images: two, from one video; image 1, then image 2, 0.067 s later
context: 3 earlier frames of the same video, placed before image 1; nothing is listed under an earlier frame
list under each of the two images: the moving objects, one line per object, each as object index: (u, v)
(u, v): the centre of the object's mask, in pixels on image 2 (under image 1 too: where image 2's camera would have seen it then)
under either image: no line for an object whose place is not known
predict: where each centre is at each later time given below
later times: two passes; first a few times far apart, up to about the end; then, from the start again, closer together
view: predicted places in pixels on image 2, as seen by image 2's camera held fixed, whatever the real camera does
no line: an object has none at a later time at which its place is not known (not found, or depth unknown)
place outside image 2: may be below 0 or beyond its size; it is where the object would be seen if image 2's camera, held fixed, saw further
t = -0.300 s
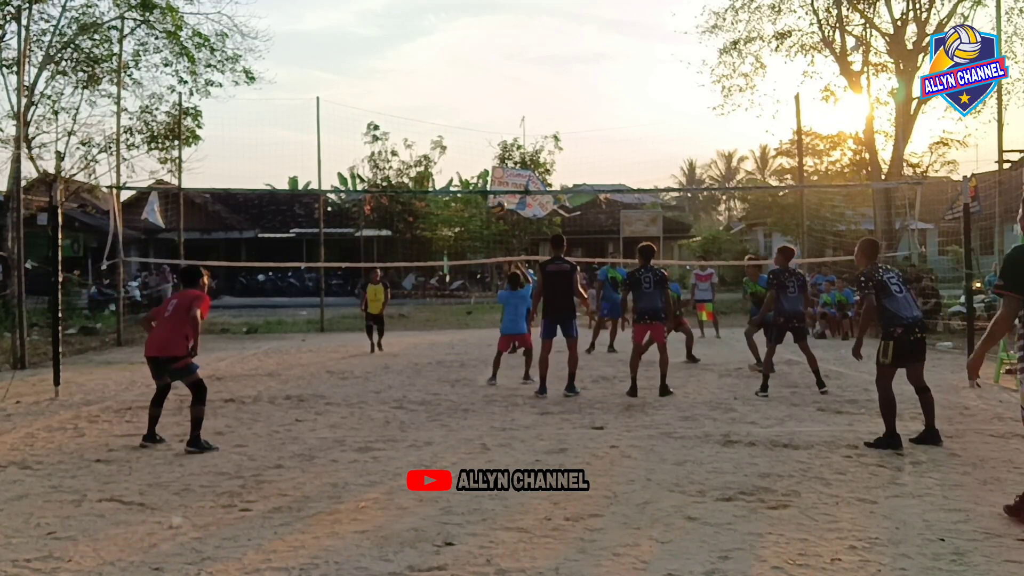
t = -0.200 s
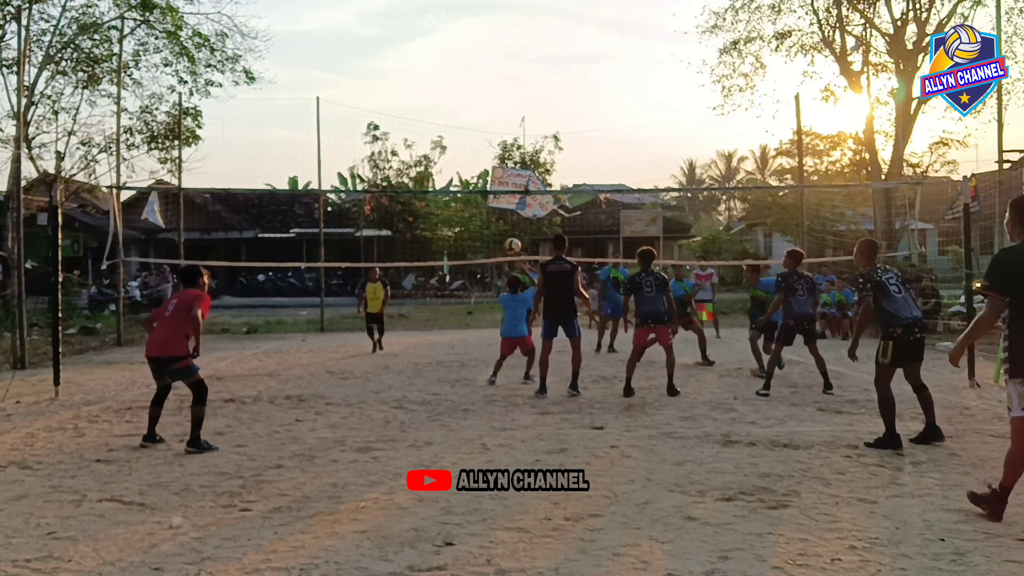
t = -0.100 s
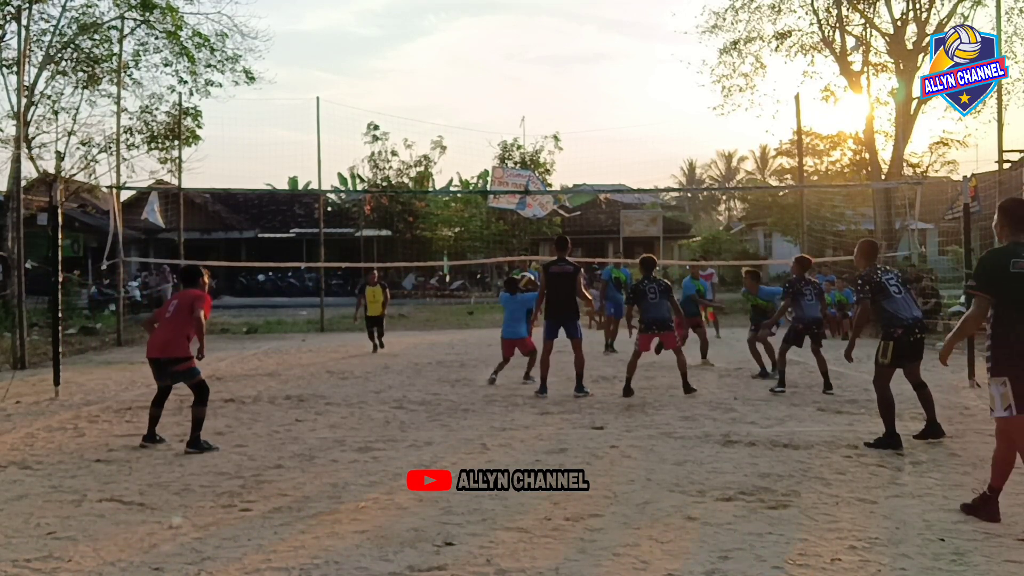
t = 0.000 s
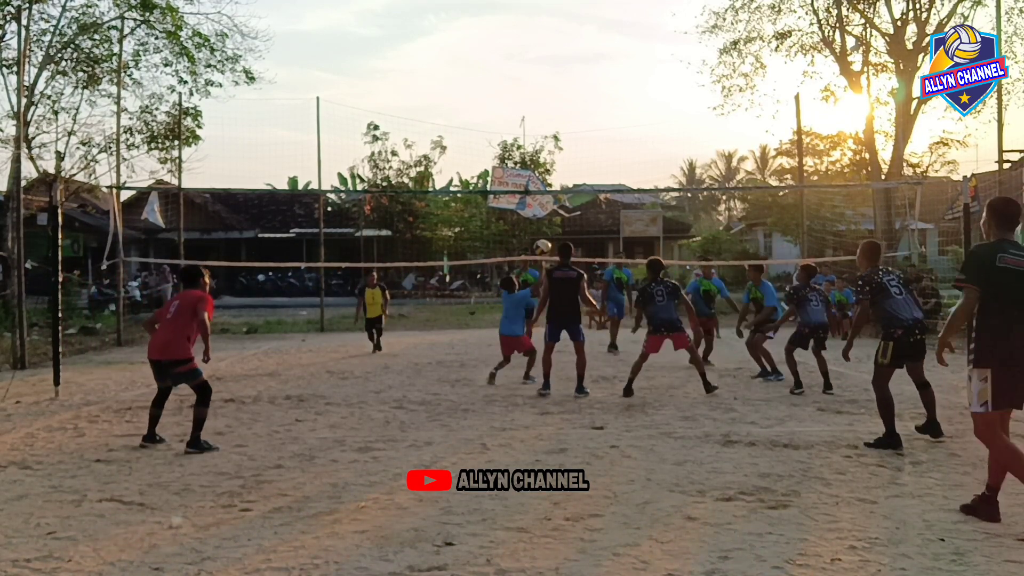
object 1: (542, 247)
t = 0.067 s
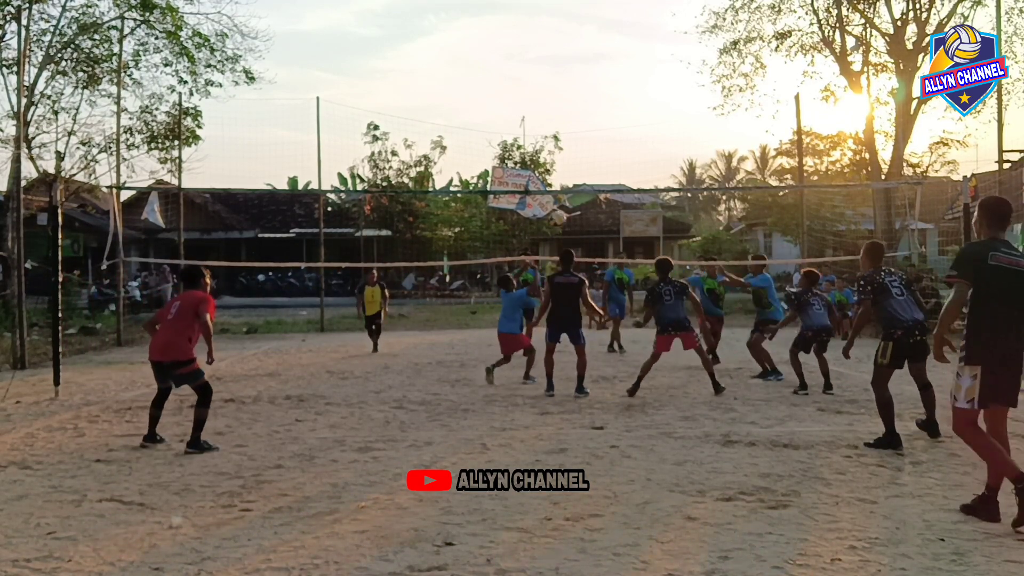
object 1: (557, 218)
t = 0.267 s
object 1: (601, 156)
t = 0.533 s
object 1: (659, 119)
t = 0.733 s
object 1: (703, 128)
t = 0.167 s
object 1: (579, 183)
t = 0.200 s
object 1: (586, 174)
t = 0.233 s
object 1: (594, 164)
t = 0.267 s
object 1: (601, 156)
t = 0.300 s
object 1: (608, 148)
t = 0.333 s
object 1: (615, 142)
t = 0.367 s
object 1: (623, 136)
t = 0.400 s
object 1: (630, 131)
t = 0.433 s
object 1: (638, 127)
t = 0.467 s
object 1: (645, 123)
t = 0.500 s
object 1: (652, 121)
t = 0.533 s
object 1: (659, 119)
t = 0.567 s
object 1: (667, 119)
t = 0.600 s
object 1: (674, 119)
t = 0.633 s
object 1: (681, 120)
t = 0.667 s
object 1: (688, 122)
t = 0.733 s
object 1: (703, 128)
